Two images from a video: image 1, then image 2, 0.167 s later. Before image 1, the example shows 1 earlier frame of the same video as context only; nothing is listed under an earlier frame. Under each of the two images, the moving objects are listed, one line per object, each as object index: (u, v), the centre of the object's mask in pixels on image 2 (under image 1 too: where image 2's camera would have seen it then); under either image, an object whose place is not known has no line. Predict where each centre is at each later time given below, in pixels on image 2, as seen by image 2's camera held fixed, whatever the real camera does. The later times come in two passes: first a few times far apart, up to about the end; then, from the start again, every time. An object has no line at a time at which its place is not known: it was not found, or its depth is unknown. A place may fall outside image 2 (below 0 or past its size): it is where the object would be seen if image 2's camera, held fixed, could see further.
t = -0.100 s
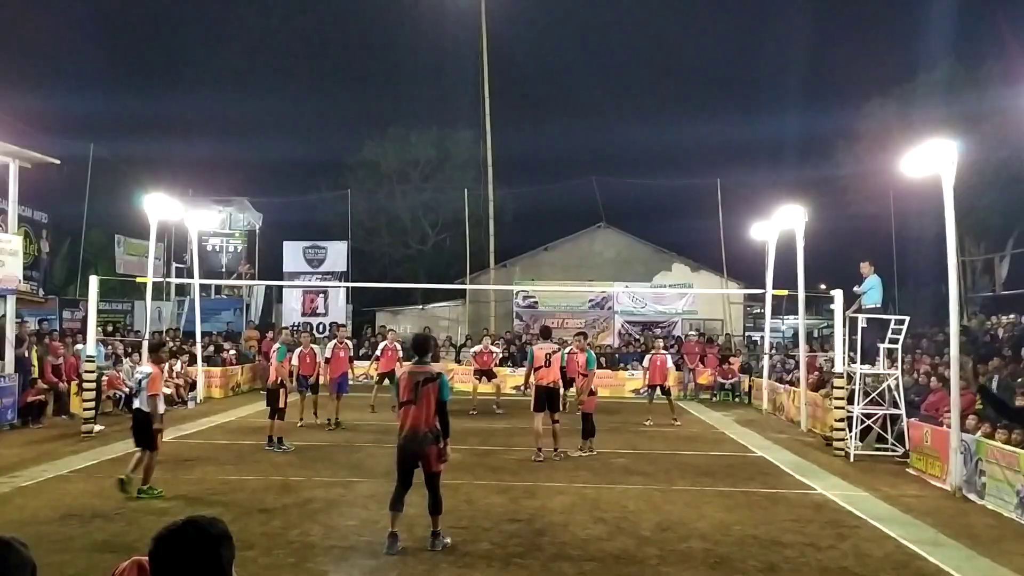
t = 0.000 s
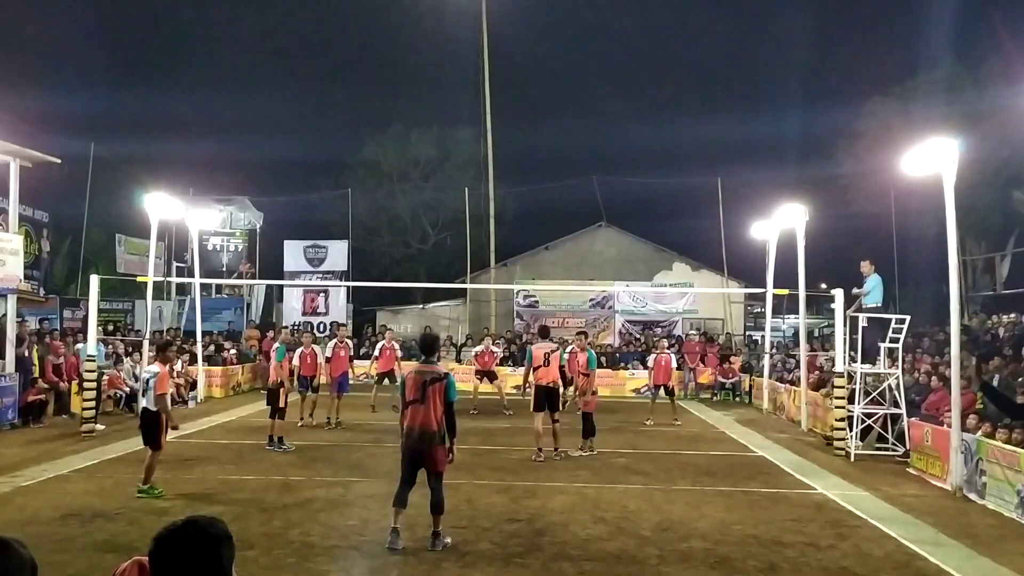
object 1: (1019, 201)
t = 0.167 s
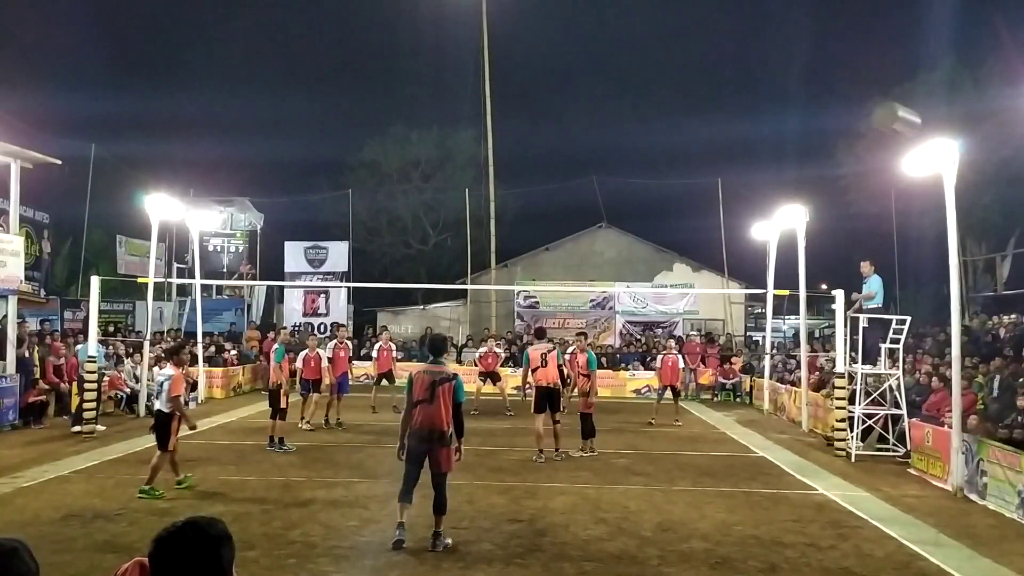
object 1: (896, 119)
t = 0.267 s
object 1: (833, 96)
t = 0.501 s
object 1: (733, 92)
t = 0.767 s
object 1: (665, 139)
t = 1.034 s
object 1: (622, 212)
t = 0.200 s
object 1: (873, 109)
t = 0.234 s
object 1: (852, 102)
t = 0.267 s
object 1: (833, 96)
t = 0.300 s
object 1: (816, 91)
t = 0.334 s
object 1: (799, 88)
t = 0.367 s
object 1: (783, 87)
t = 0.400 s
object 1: (769, 86)
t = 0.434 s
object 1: (756, 87)
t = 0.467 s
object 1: (744, 90)
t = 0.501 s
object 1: (733, 92)
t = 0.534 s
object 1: (722, 96)
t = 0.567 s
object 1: (712, 100)
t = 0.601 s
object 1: (703, 106)
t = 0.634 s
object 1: (695, 112)
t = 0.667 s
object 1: (687, 118)
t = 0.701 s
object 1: (679, 125)
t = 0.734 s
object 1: (672, 132)
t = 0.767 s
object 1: (665, 139)
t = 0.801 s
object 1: (659, 147)
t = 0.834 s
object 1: (653, 155)
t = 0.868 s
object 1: (647, 164)
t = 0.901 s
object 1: (642, 173)
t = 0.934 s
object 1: (636, 182)
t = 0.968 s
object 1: (631, 192)
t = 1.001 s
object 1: (627, 202)
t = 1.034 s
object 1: (622, 212)
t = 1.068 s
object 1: (619, 222)
